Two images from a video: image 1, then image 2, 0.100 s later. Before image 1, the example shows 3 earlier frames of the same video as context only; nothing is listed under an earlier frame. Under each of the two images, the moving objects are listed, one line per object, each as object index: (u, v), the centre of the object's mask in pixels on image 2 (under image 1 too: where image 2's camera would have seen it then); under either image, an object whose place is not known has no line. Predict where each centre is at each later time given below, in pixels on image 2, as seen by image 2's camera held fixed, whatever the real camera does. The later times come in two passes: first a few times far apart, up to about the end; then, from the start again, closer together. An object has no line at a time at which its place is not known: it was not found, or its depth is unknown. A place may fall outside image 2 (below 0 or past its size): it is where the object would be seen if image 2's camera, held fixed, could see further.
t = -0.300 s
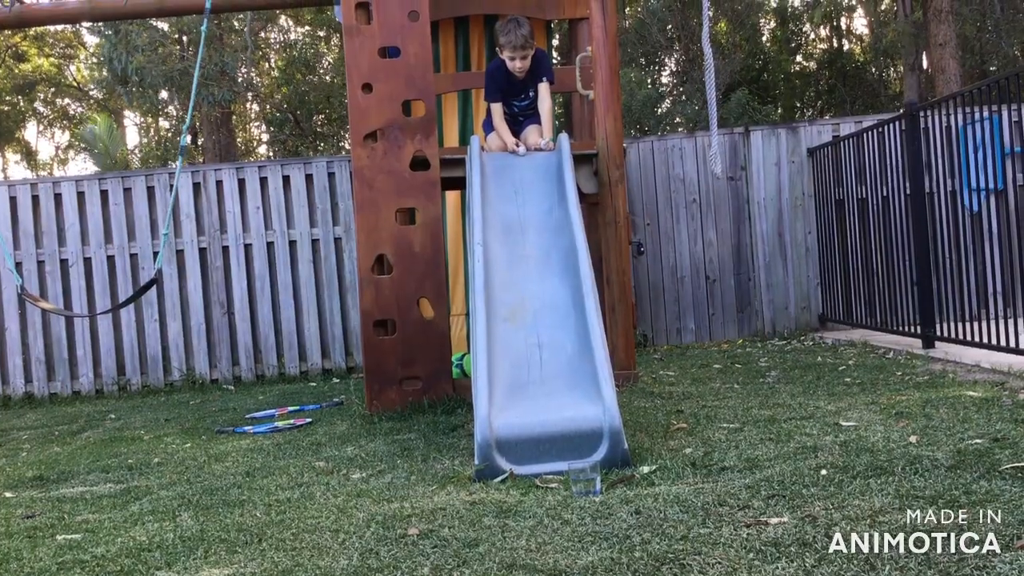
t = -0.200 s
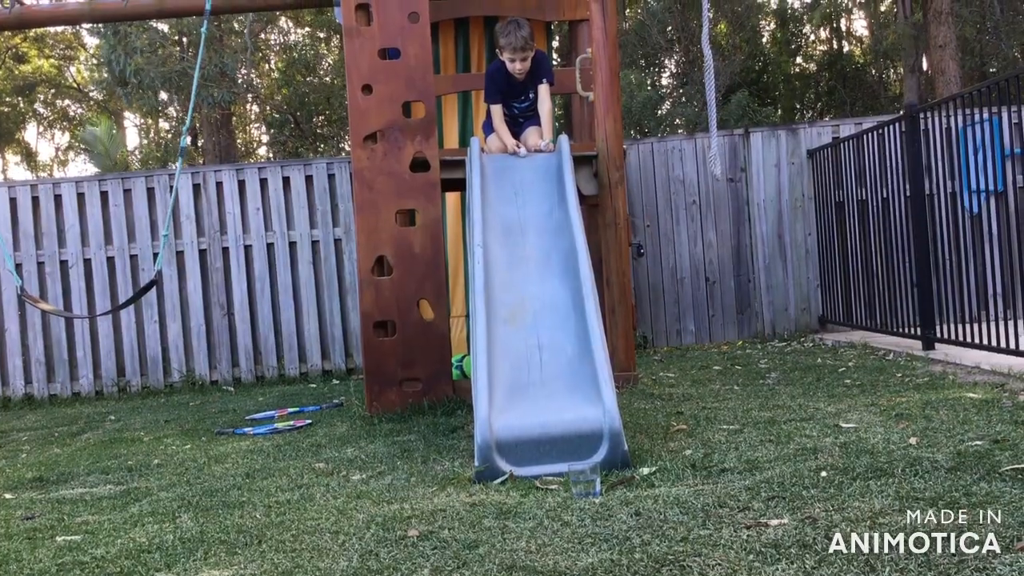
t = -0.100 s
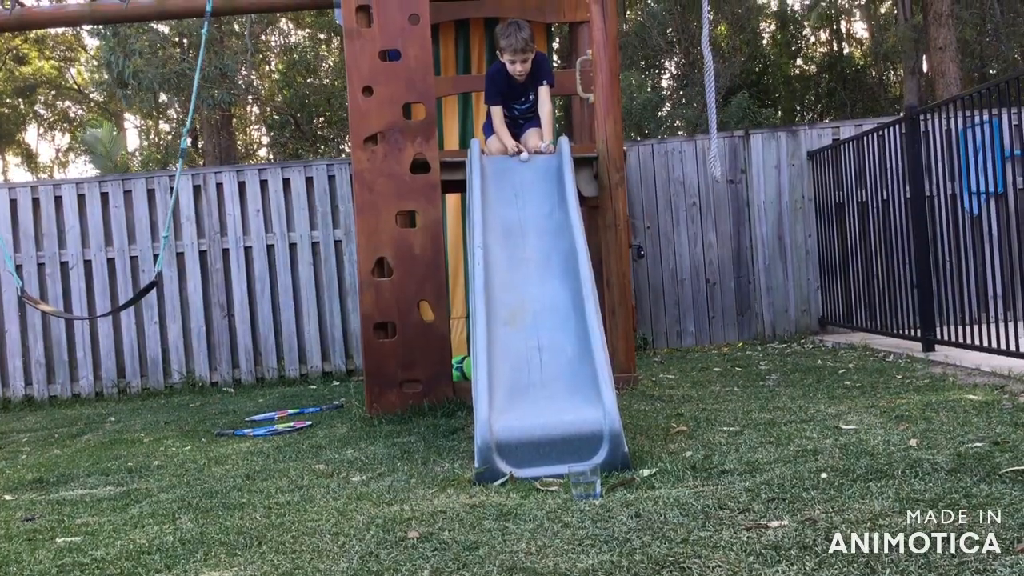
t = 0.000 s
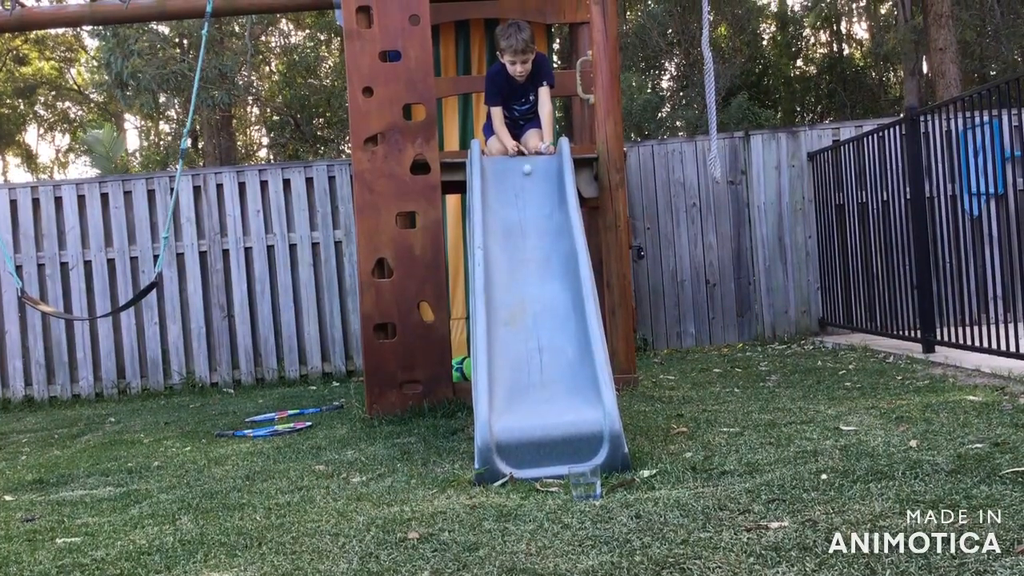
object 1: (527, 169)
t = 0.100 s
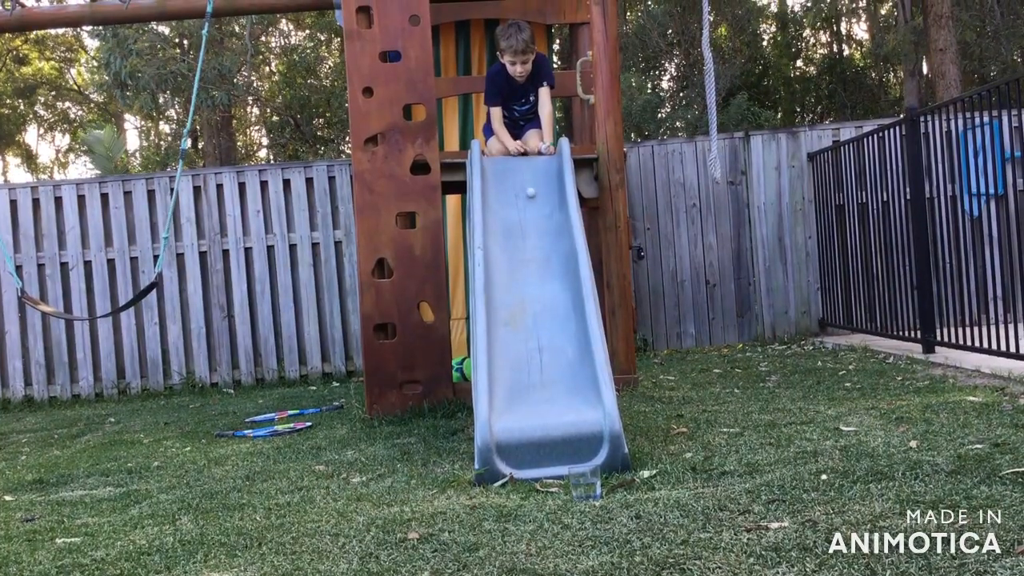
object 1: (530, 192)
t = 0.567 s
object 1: (569, 352)
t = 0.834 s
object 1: (574, 438)
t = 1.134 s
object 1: (691, 480)
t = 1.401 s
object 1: (728, 491)
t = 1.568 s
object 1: (738, 509)
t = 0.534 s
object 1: (568, 336)
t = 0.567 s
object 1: (569, 352)
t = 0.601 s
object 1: (569, 367)
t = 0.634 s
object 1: (570, 379)
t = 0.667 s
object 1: (570, 389)
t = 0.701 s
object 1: (571, 398)
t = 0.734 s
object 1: (571, 404)
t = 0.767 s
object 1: (572, 410)
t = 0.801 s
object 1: (572, 421)
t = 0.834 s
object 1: (574, 438)
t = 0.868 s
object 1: (576, 457)
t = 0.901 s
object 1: (589, 454)
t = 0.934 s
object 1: (605, 450)
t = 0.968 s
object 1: (620, 450)
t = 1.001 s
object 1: (636, 454)
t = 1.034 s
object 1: (652, 461)
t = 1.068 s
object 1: (670, 473)
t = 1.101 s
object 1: (687, 487)
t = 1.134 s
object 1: (691, 480)
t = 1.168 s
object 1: (697, 476)
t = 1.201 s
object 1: (703, 477)
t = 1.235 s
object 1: (709, 480)
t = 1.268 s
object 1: (716, 489)
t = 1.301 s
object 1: (723, 502)
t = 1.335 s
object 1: (726, 498)
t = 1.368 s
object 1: (727, 493)
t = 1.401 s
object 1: (728, 491)
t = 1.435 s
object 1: (730, 493)
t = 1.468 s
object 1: (733, 499)
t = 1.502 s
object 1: (736, 510)
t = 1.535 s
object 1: (737, 509)
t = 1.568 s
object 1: (738, 509)
